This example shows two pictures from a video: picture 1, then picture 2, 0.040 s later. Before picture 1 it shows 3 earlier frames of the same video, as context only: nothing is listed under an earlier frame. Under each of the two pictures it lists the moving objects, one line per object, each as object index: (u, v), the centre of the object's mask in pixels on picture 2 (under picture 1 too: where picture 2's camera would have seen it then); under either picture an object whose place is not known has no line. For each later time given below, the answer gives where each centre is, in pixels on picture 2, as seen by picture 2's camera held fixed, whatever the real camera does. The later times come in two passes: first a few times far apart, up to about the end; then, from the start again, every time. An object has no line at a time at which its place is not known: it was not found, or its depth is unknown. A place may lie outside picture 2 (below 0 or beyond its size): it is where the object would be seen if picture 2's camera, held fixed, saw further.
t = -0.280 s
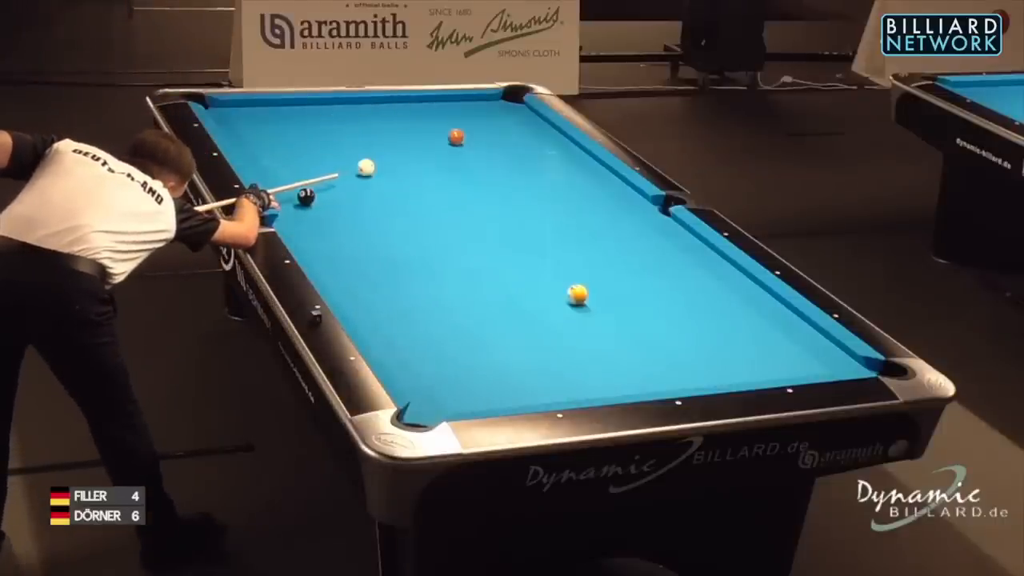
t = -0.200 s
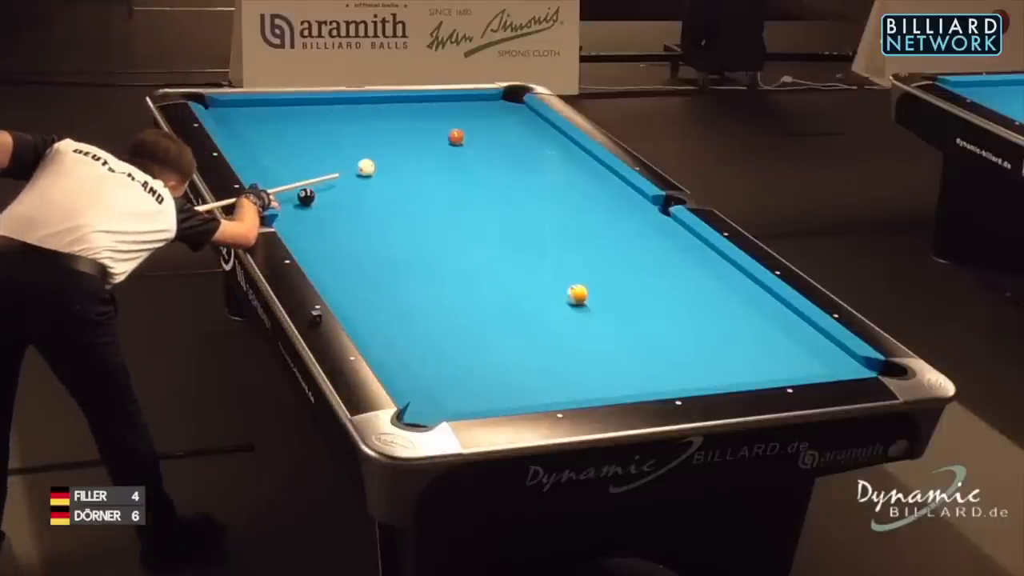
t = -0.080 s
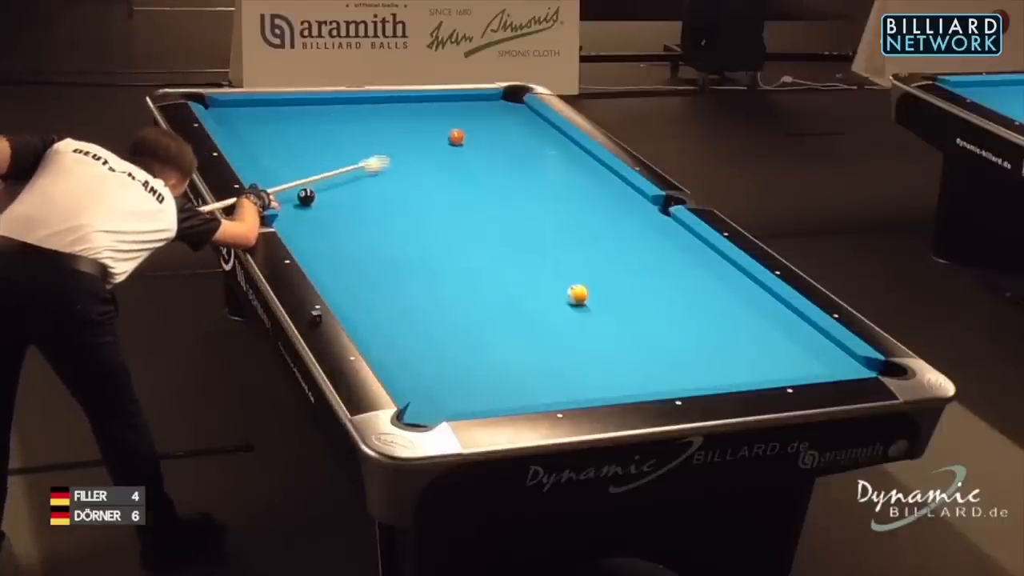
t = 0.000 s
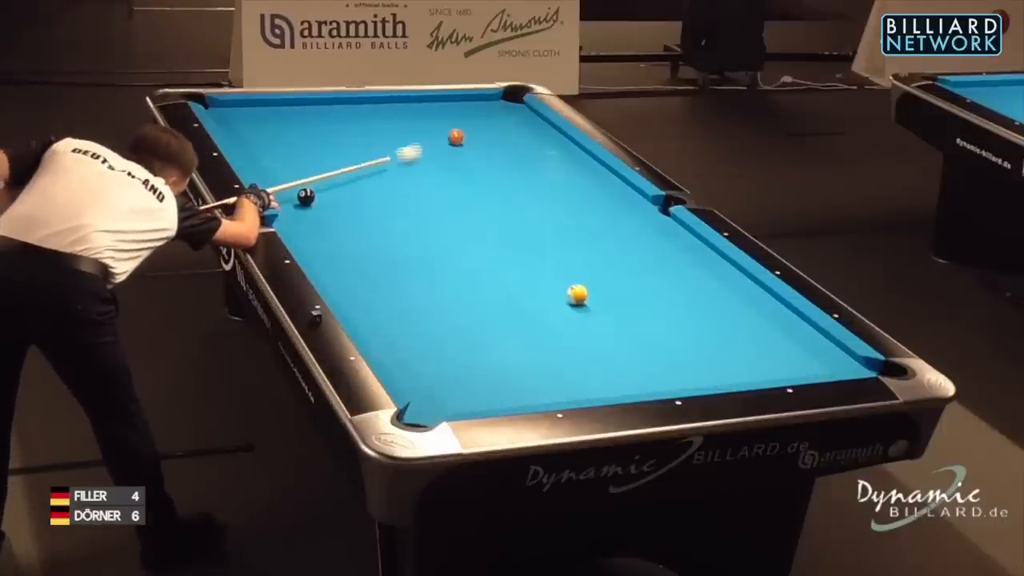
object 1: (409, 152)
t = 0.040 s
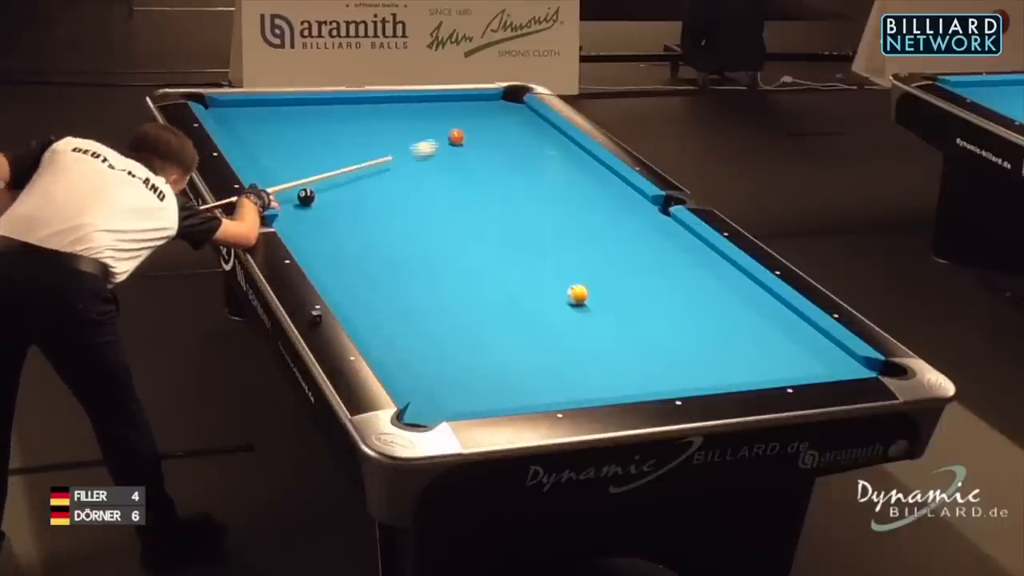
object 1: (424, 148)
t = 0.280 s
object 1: (482, 142)
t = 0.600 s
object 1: (548, 139)
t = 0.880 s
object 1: (540, 139)
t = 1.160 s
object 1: (502, 140)
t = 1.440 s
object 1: (465, 141)
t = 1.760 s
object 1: (424, 141)
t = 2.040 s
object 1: (389, 142)
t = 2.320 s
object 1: (356, 142)
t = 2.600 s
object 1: (325, 143)
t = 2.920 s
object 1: (291, 143)
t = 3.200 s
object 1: (263, 144)
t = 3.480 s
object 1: (238, 143)
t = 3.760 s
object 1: (251, 143)
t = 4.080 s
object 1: (267, 143)
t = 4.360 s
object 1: (279, 142)
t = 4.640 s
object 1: (289, 142)
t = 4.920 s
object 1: (298, 141)
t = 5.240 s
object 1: (306, 141)
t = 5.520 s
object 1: (311, 141)
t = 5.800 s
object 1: (314, 141)
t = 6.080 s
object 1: (315, 141)
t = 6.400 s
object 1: (315, 141)
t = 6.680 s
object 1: (315, 141)
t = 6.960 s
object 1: (315, 141)
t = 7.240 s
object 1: (315, 141)
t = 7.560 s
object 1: (315, 141)
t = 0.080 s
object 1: (438, 144)
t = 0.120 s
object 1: (451, 141)
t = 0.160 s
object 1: (459, 142)
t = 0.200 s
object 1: (466, 142)
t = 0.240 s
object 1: (474, 142)
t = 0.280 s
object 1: (482, 142)
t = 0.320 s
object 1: (491, 142)
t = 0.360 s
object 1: (500, 141)
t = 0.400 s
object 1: (508, 141)
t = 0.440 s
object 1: (516, 141)
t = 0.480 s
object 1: (524, 140)
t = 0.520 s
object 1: (532, 140)
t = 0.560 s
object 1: (540, 140)
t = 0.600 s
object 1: (548, 139)
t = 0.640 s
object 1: (557, 139)
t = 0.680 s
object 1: (564, 139)
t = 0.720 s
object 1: (562, 138)
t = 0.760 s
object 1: (557, 139)
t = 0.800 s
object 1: (551, 139)
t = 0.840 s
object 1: (546, 139)
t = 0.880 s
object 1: (540, 139)
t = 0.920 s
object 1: (534, 139)
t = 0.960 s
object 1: (529, 139)
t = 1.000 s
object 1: (524, 139)
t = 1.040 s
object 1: (518, 139)
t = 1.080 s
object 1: (513, 139)
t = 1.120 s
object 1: (507, 140)
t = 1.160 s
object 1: (502, 140)
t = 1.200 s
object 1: (497, 140)
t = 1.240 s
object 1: (491, 140)
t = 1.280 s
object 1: (486, 140)
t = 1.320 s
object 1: (481, 140)
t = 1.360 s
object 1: (475, 140)
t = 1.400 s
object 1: (470, 140)
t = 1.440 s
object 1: (465, 141)
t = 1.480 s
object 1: (460, 140)
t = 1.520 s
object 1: (455, 141)
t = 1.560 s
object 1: (450, 141)
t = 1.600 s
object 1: (444, 141)
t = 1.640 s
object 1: (439, 141)
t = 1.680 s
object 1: (434, 141)
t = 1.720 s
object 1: (429, 141)
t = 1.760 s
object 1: (424, 141)
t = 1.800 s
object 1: (419, 141)
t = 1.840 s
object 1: (414, 141)
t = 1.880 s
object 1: (409, 142)
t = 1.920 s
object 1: (404, 142)
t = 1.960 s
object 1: (399, 142)
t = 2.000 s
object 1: (394, 142)
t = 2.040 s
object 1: (389, 142)
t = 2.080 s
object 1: (384, 142)
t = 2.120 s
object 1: (380, 142)
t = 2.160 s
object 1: (375, 142)
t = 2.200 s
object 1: (370, 142)
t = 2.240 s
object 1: (365, 142)
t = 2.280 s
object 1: (361, 142)
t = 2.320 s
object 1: (356, 142)
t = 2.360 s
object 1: (352, 142)
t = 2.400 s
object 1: (347, 142)
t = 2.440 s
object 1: (343, 142)
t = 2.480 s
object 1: (338, 143)
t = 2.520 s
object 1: (333, 143)
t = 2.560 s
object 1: (329, 143)
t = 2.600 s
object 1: (325, 143)
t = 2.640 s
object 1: (320, 143)
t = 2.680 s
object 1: (316, 143)
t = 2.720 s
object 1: (311, 143)
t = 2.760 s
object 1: (308, 143)
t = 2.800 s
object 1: (303, 143)
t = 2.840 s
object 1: (299, 143)
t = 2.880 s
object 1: (295, 143)
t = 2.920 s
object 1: (291, 143)
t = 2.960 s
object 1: (287, 143)
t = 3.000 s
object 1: (283, 143)
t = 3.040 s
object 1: (279, 143)
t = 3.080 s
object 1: (275, 143)
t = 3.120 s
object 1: (271, 143)
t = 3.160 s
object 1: (267, 143)
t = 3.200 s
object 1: (263, 144)
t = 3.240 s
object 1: (259, 144)
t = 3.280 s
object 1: (256, 144)
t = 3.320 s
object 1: (252, 144)
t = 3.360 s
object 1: (248, 144)
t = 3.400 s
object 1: (245, 144)
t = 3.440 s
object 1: (241, 143)
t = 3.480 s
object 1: (238, 143)
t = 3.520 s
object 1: (238, 143)
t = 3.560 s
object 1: (240, 144)
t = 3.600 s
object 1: (242, 144)
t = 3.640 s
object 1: (245, 144)
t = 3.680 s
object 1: (247, 143)
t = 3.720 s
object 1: (249, 143)
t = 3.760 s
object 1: (251, 143)
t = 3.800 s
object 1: (253, 143)
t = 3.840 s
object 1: (255, 143)
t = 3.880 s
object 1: (257, 143)
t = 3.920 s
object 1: (260, 143)
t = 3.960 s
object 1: (261, 143)
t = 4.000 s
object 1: (263, 143)
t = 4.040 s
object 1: (265, 143)
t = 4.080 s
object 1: (267, 143)
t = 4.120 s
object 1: (269, 143)
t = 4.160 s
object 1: (271, 143)
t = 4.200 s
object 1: (273, 143)
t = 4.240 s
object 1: (274, 143)
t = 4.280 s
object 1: (276, 143)
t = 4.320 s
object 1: (278, 142)
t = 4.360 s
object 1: (279, 142)
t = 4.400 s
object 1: (281, 142)
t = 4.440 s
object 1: (282, 142)
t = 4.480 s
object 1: (284, 142)
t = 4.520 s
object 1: (285, 142)
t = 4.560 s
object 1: (287, 142)
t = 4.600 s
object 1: (288, 142)
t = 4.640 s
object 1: (289, 142)
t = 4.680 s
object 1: (291, 142)
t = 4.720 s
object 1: (292, 141)
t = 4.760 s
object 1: (294, 141)
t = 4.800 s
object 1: (295, 141)
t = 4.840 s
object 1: (296, 141)
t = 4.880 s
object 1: (297, 141)
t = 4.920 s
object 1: (298, 141)
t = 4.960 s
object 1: (299, 141)
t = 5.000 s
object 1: (300, 141)
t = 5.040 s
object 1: (301, 141)
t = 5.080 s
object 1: (302, 141)
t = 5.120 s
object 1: (303, 141)
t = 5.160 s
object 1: (304, 141)
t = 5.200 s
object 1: (305, 141)
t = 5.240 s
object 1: (306, 141)
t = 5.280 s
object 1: (307, 141)
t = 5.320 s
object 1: (307, 141)
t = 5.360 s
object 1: (308, 141)
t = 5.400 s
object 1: (309, 141)
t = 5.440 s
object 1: (309, 141)
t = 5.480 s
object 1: (310, 141)
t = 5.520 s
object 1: (311, 141)
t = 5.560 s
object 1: (311, 141)
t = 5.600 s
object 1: (312, 141)
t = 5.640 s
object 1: (312, 141)
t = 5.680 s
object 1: (313, 141)
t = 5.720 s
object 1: (313, 141)
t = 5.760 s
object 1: (314, 141)
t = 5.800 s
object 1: (314, 141)
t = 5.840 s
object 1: (314, 141)
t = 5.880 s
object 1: (314, 141)
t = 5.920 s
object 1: (314, 141)
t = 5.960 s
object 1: (315, 141)
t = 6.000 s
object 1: (315, 141)
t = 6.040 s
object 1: (315, 141)
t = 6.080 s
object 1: (315, 141)
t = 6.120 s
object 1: (315, 141)
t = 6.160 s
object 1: (315, 141)
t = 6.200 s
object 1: (315, 141)
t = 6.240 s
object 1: (315, 141)
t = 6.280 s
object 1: (315, 141)
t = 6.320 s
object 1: (315, 141)
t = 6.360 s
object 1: (315, 141)
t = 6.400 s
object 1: (315, 141)
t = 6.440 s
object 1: (315, 141)
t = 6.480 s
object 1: (315, 141)
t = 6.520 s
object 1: (315, 141)
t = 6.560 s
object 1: (315, 141)
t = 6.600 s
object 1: (315, 141)
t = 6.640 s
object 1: (315, 141)
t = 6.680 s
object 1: (315, 141)
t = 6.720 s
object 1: (315, 141)
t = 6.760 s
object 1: (315, 141)
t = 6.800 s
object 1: (315, 141)
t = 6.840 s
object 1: (315, 141)
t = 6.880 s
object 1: (315, 141)
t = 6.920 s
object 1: (315, 141)
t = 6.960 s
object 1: (315, 141)
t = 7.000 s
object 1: (315, 141)
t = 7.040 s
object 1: (315, 141)
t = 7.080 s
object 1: (315, 141)
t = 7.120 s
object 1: (315, 141)
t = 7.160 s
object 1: (315, 141)
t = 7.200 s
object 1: (315, 141)
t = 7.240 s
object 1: (315, 141)
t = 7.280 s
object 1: (315, 141)
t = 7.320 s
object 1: (315, 141)
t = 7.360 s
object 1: (315, 141)
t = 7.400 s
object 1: (315, 141)
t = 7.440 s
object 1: (315, 141)
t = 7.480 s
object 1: (315, 141)
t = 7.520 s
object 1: (315, 141)
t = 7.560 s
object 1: (315, 141)
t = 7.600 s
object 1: (315, 141)
